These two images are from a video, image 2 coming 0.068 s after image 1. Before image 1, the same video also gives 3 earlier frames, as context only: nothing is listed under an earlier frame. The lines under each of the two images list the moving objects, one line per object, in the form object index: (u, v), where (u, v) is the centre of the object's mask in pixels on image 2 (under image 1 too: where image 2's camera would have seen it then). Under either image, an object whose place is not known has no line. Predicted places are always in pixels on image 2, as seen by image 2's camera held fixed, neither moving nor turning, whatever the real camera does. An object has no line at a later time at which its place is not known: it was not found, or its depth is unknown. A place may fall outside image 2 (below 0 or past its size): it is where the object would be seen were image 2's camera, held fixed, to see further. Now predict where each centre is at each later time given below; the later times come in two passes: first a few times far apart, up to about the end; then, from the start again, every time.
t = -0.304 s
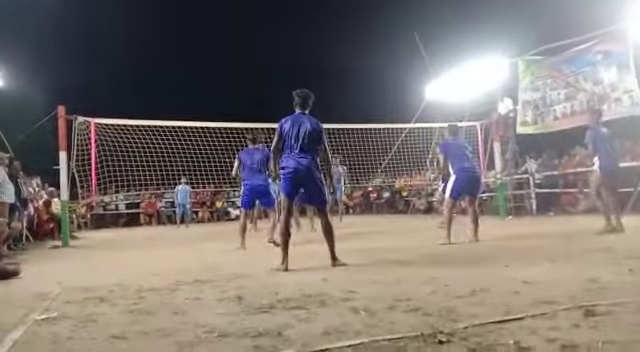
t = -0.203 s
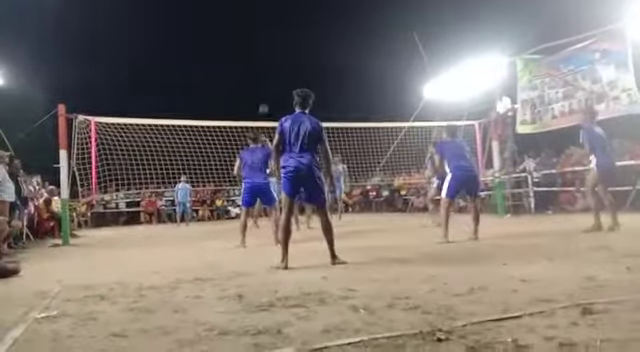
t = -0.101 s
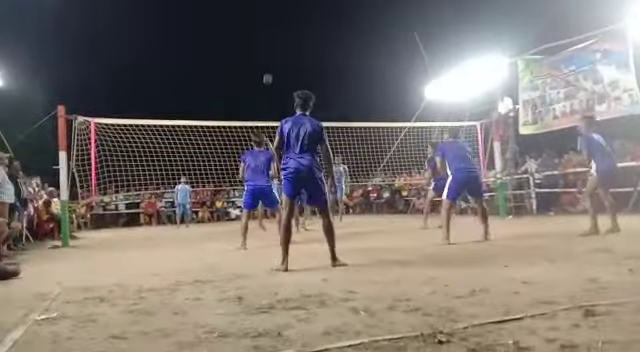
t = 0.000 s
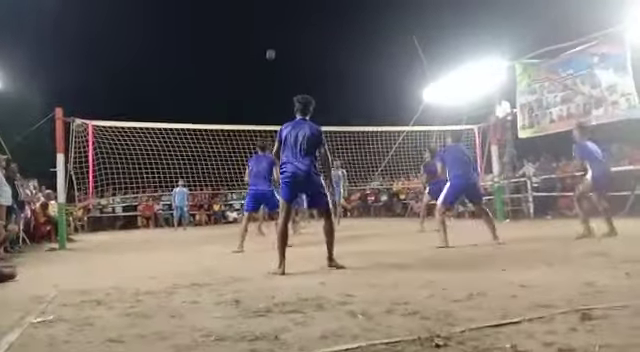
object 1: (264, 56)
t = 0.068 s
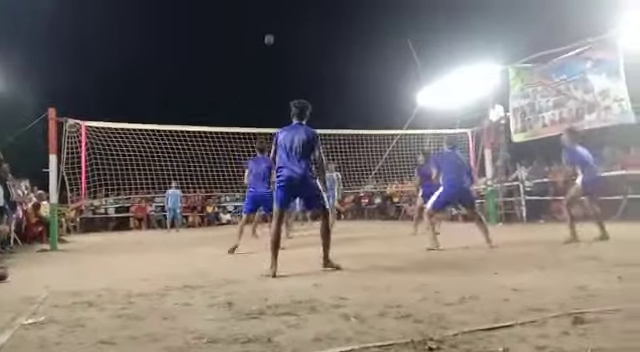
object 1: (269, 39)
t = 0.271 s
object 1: (280, 0)
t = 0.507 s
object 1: (298, -22)
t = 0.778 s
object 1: (323, -7)
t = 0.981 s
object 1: (346, 38)
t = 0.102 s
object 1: (271, 32)
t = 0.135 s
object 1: (272, 24)
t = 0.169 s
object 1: (274, 17)
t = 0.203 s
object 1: (276, 11)
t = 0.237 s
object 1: (278, 6)
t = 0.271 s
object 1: (280, 0)
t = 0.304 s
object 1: (282, -5)
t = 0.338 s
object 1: (285, -9)
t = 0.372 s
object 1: (287, -13)
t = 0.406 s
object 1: (289, -16)
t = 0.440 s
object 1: (292, -18)
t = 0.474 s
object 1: (295, -20)
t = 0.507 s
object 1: (298, -22)
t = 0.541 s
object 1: (301, -23)
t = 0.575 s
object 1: (303, -22)
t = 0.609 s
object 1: (306, -22)
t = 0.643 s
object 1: (309, -20)
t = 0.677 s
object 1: (313, -19)
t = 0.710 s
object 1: (316, -15)
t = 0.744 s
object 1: (319, -12)
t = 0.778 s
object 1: (323, -7)
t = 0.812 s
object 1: (326, -2)
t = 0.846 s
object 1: (330, 5)
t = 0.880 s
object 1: (334, 12)
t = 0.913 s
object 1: (338, 19)
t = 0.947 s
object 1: (342, 28)
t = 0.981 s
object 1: (346, 38)
